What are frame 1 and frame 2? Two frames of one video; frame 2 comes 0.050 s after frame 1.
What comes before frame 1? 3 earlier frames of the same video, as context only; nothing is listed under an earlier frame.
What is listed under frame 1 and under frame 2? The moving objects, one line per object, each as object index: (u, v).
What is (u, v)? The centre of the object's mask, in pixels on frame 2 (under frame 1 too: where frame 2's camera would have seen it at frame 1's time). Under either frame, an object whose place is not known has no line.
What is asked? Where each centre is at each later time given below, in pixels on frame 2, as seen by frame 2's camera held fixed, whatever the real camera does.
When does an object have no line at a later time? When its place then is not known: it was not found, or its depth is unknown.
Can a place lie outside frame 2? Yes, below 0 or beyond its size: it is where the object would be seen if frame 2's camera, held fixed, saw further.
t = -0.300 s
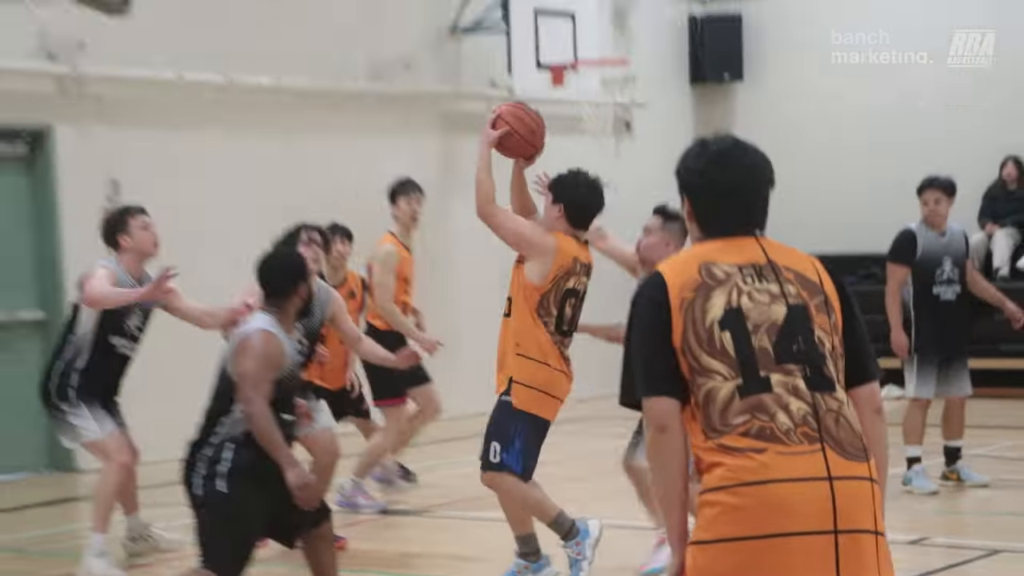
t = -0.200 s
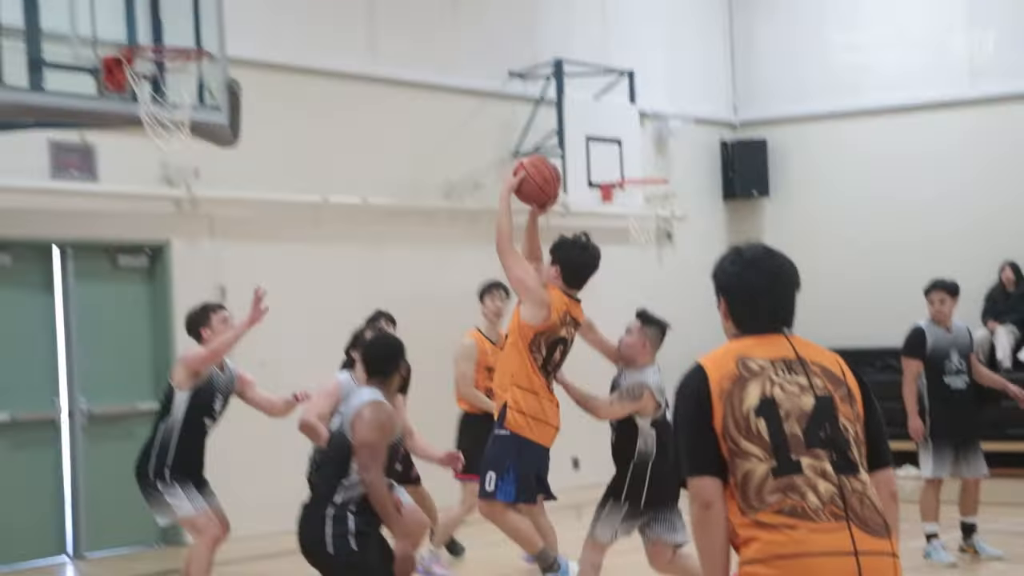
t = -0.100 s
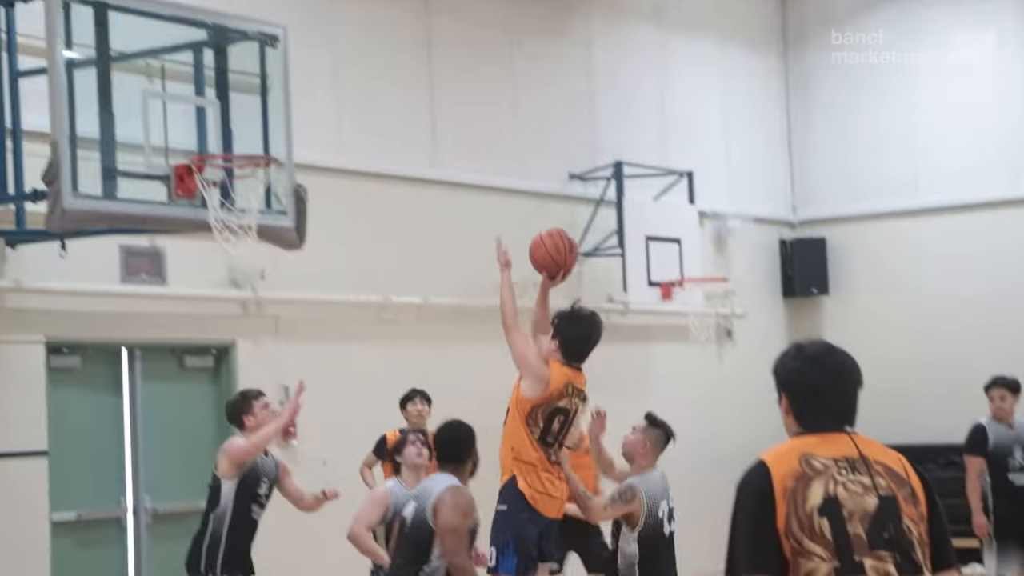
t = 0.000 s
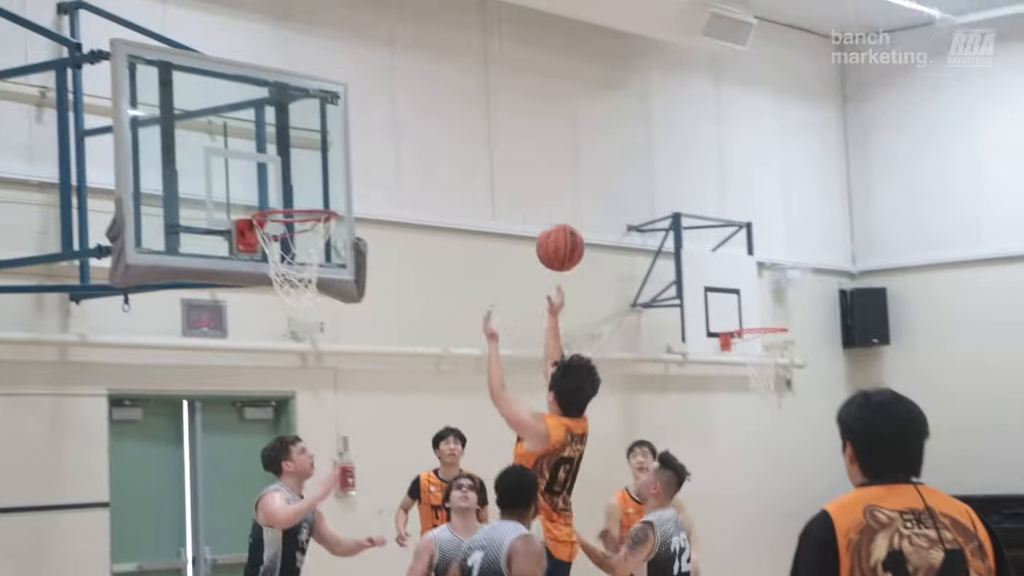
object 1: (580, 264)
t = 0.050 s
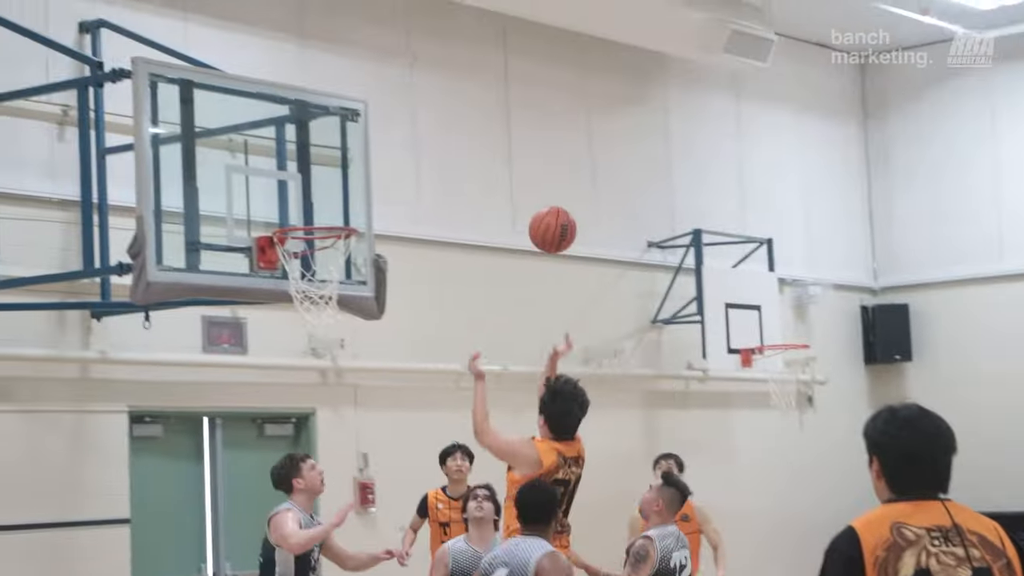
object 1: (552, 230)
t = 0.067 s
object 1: (543, 220)
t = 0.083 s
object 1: (535, 210)
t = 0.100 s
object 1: (526, 202)
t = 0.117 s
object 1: (518, 193)
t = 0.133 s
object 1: (509, 186)
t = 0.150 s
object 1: (501, 179)
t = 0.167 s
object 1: (492, 172)
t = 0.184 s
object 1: (484, 166)
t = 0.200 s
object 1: (476, 161)
